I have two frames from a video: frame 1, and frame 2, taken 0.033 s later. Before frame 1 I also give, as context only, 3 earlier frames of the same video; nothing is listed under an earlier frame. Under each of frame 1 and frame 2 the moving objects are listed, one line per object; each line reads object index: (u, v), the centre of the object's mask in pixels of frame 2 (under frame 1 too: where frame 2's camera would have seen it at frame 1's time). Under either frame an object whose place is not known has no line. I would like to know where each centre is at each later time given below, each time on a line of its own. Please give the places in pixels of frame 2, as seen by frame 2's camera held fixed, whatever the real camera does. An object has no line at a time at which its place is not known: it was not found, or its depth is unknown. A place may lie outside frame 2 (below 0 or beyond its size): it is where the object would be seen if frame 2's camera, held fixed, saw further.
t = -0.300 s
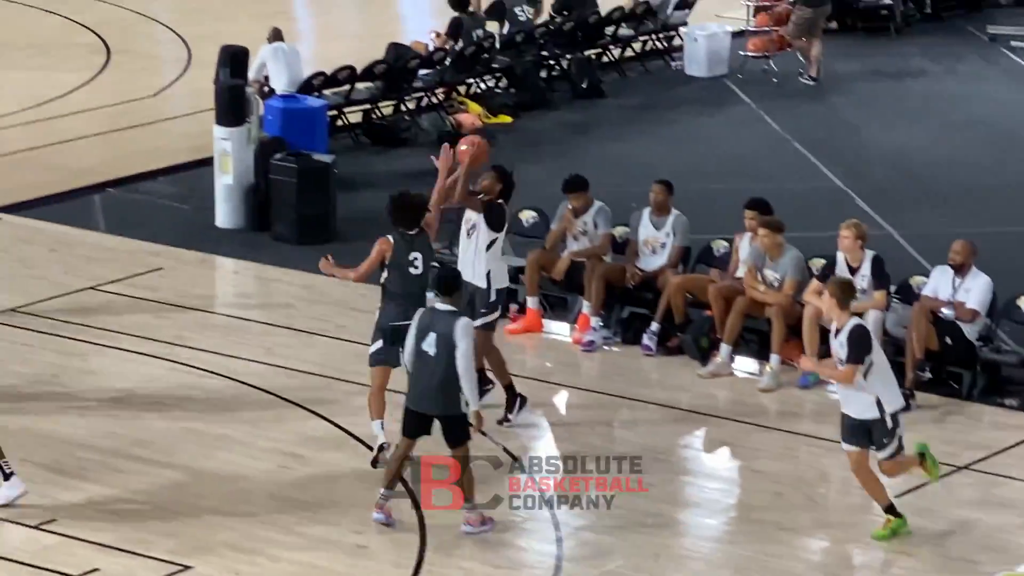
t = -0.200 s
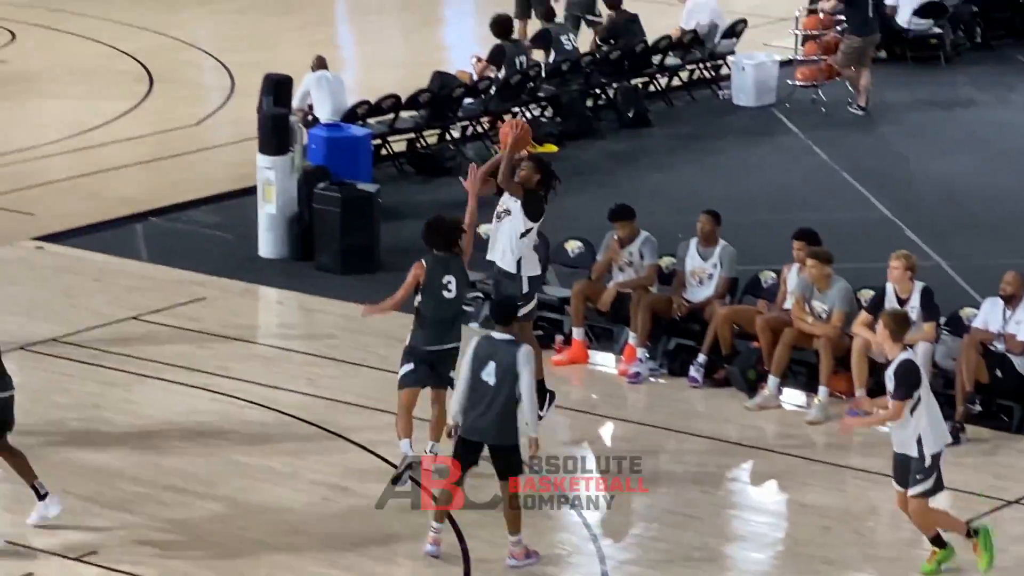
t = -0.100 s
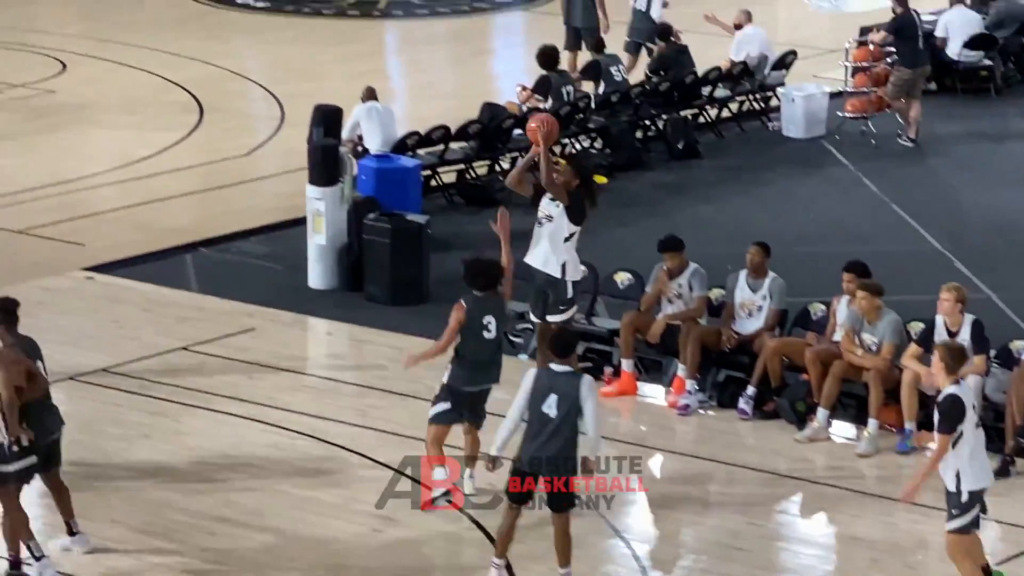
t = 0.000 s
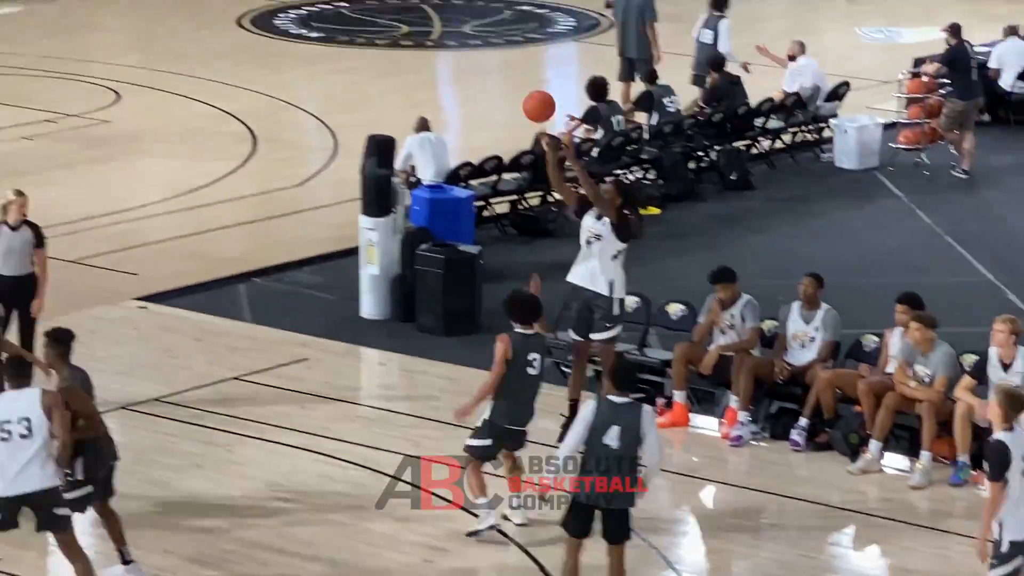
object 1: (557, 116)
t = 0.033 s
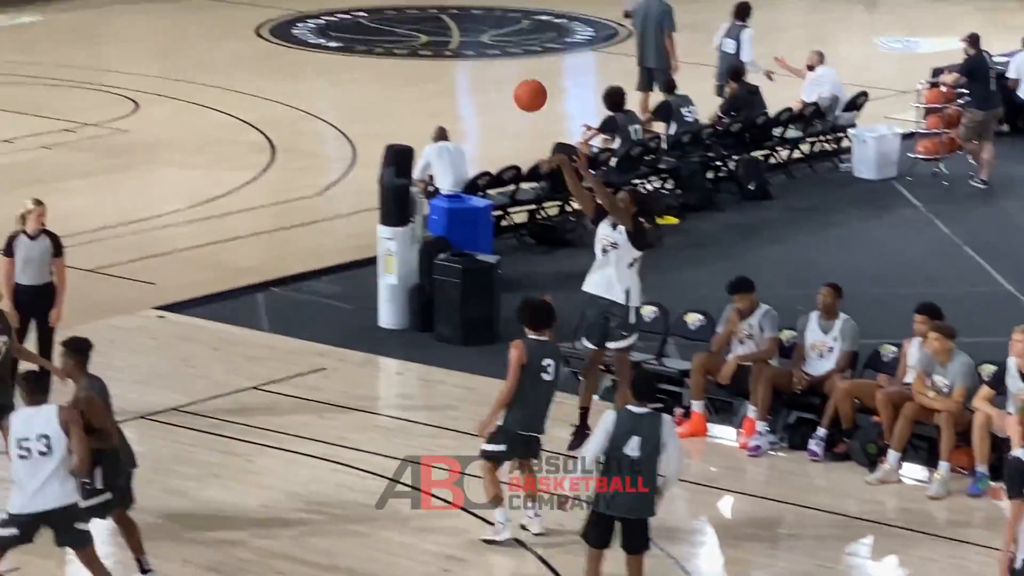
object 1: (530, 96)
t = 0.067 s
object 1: (503, 76)
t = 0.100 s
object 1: (476, 58)
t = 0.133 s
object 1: (451, 44)
